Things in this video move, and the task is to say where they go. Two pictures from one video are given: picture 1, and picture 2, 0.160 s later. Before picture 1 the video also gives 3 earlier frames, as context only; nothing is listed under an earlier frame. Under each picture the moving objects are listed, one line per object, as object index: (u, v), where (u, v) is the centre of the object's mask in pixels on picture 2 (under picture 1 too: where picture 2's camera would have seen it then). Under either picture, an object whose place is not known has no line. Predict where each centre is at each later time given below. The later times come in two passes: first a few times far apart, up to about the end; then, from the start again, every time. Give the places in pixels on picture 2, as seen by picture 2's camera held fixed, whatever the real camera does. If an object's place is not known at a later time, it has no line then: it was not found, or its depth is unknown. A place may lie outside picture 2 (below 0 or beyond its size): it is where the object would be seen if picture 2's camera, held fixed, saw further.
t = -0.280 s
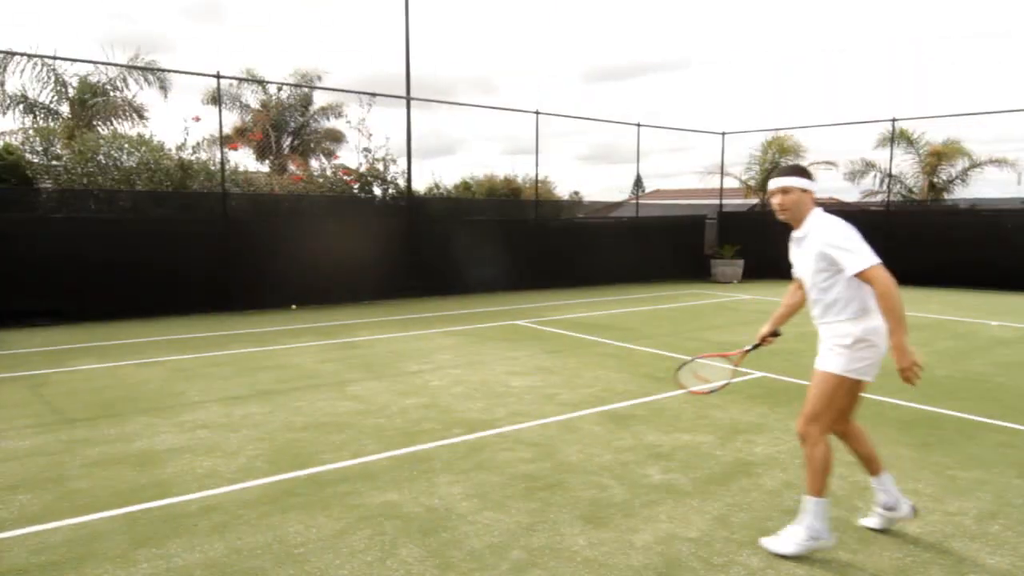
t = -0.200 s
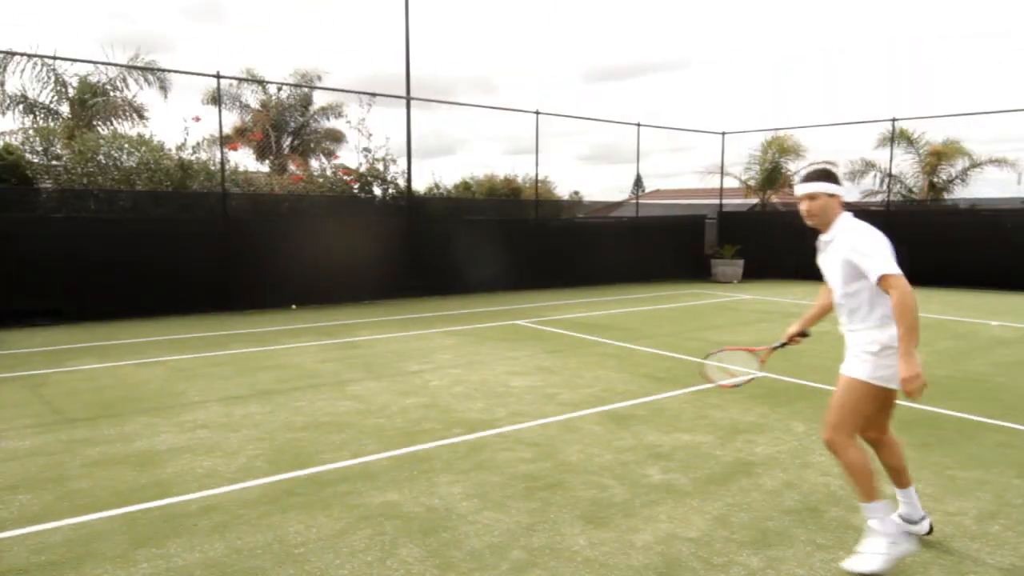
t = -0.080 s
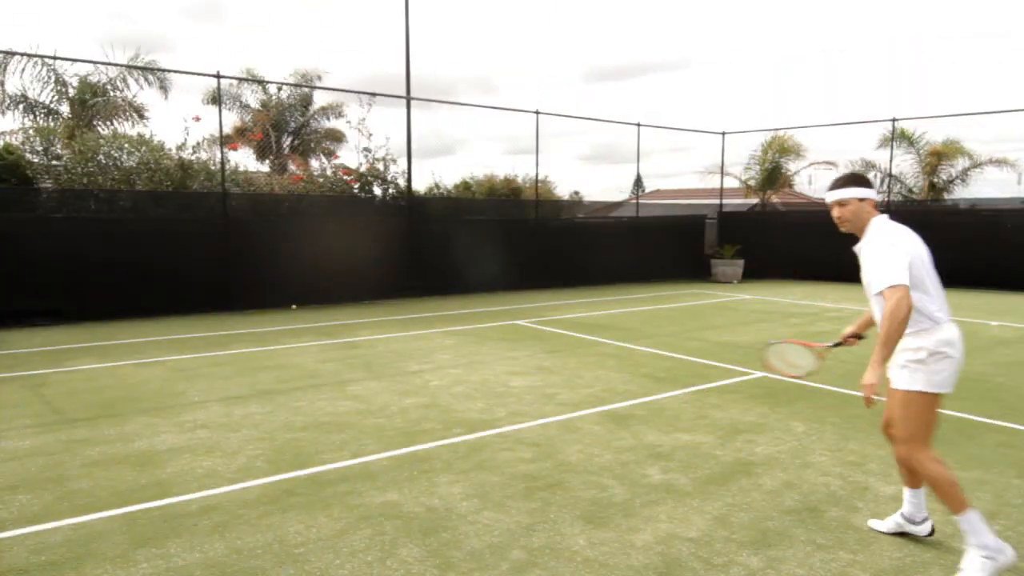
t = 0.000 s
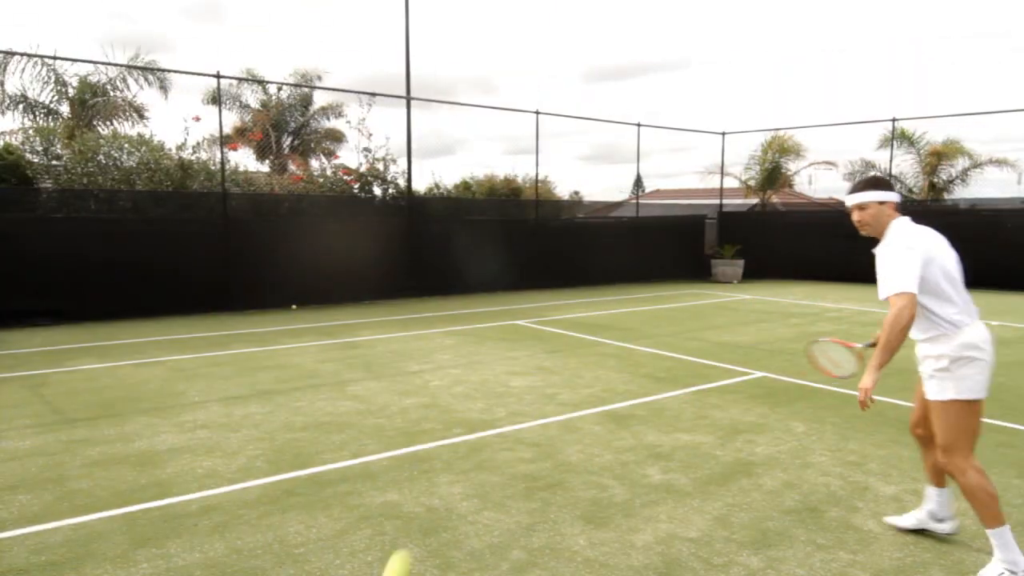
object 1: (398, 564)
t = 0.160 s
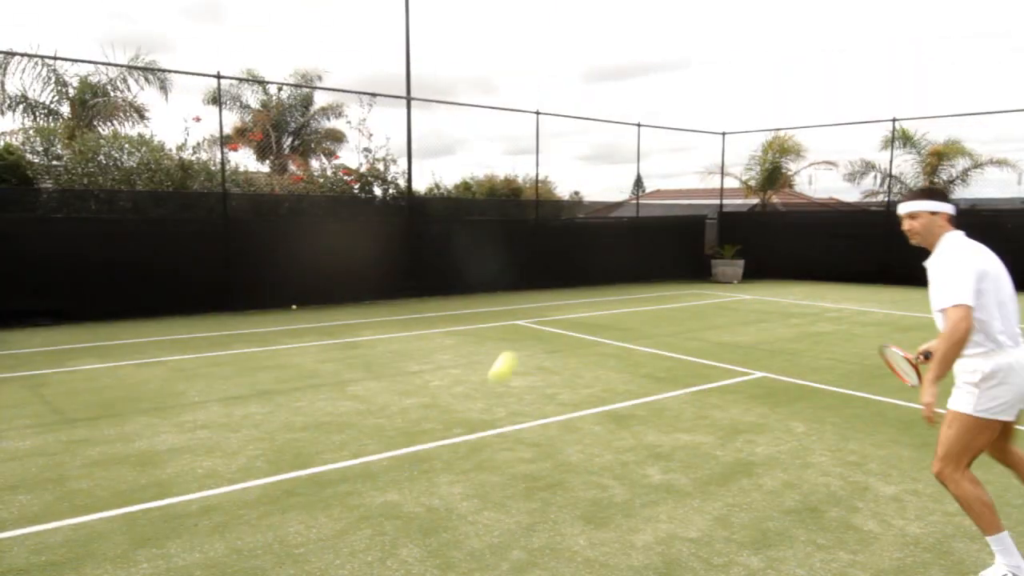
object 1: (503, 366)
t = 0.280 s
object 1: (571, 282)
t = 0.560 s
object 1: (689, 258)
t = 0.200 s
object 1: (526, 332)
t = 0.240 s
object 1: (550, 304)
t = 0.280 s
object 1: (571, 282)
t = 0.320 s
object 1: (590, 266)
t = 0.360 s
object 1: (609, 254)
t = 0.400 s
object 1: (627, 247)
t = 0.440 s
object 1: (644, 244)
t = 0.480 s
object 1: (660, 245)
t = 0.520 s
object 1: (675, 250)
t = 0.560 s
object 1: (689, 258)
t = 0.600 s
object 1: (700, 269)
